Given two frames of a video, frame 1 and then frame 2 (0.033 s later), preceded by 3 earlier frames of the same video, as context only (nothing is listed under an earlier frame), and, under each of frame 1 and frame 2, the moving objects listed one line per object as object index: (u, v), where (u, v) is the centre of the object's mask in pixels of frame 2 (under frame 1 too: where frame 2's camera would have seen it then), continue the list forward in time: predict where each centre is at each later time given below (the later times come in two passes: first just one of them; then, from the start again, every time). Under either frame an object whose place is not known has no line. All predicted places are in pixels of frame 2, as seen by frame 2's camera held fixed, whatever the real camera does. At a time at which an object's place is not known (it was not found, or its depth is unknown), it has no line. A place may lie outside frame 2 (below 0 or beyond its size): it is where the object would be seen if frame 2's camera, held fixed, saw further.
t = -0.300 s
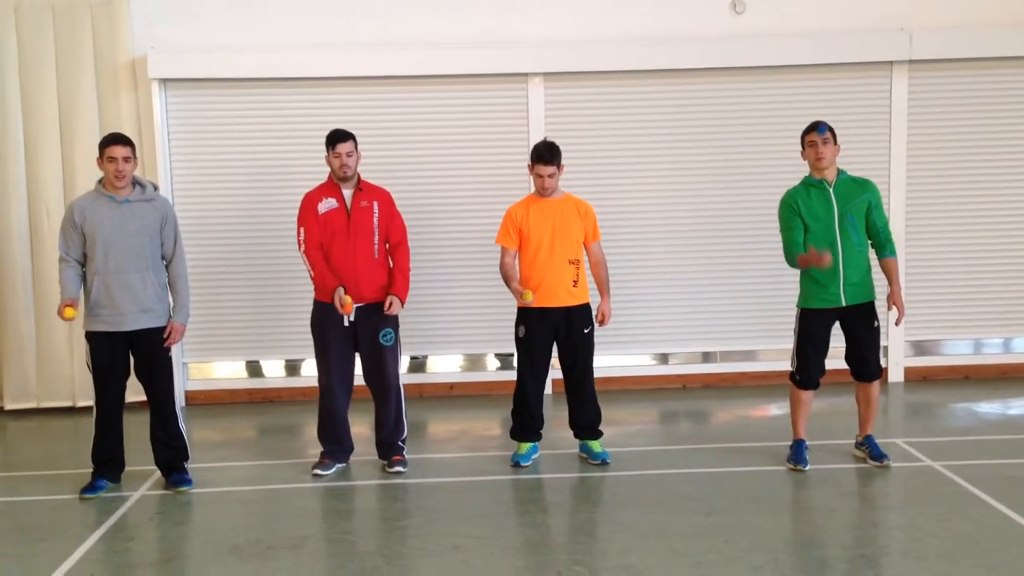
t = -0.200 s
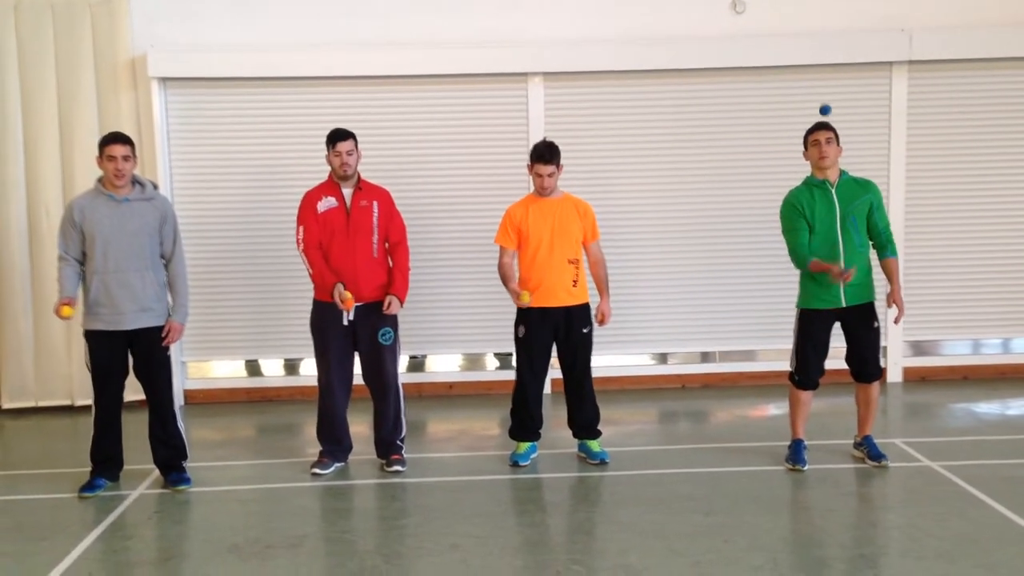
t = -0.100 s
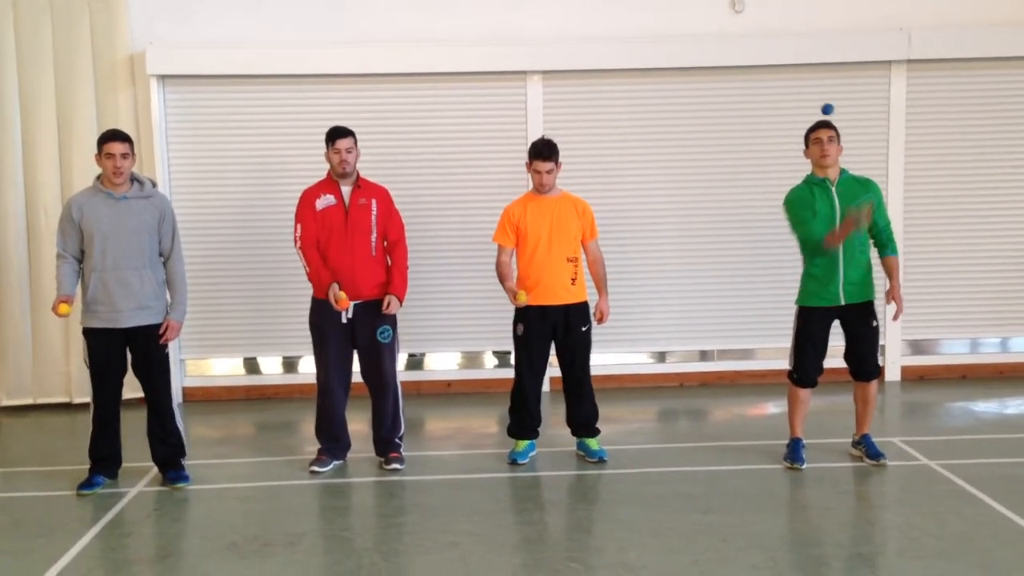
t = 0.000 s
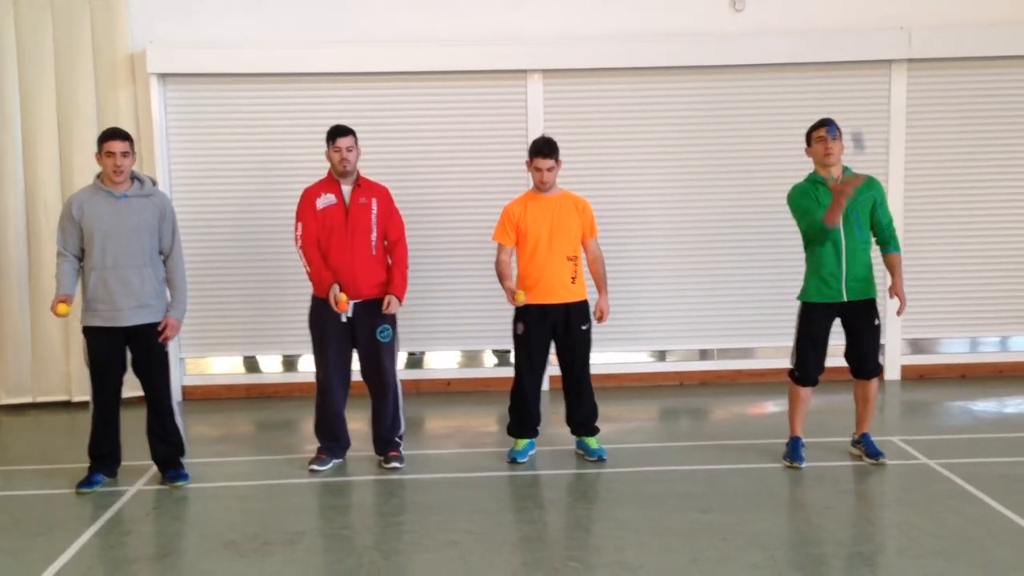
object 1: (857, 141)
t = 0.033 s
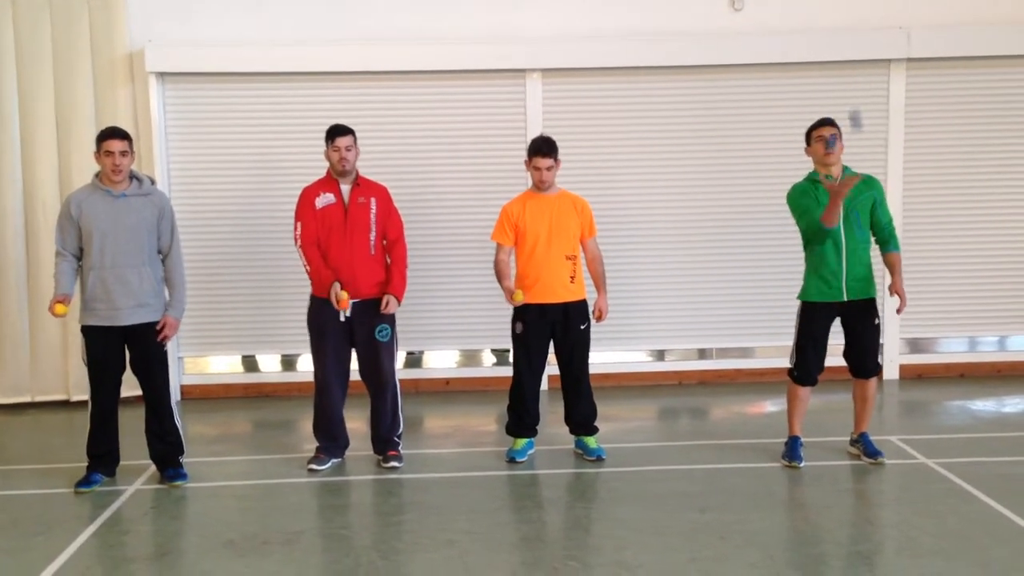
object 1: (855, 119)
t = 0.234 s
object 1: (846, 48)
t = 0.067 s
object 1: (853, 102)
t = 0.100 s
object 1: (852, 87)
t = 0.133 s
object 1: (851, 74)
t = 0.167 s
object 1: (850, 63)
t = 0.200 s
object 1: (848, 55)
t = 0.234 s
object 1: (846, 48)
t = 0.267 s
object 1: (845, 45)
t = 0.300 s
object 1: (843, 44)
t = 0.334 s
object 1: (842, 45)
